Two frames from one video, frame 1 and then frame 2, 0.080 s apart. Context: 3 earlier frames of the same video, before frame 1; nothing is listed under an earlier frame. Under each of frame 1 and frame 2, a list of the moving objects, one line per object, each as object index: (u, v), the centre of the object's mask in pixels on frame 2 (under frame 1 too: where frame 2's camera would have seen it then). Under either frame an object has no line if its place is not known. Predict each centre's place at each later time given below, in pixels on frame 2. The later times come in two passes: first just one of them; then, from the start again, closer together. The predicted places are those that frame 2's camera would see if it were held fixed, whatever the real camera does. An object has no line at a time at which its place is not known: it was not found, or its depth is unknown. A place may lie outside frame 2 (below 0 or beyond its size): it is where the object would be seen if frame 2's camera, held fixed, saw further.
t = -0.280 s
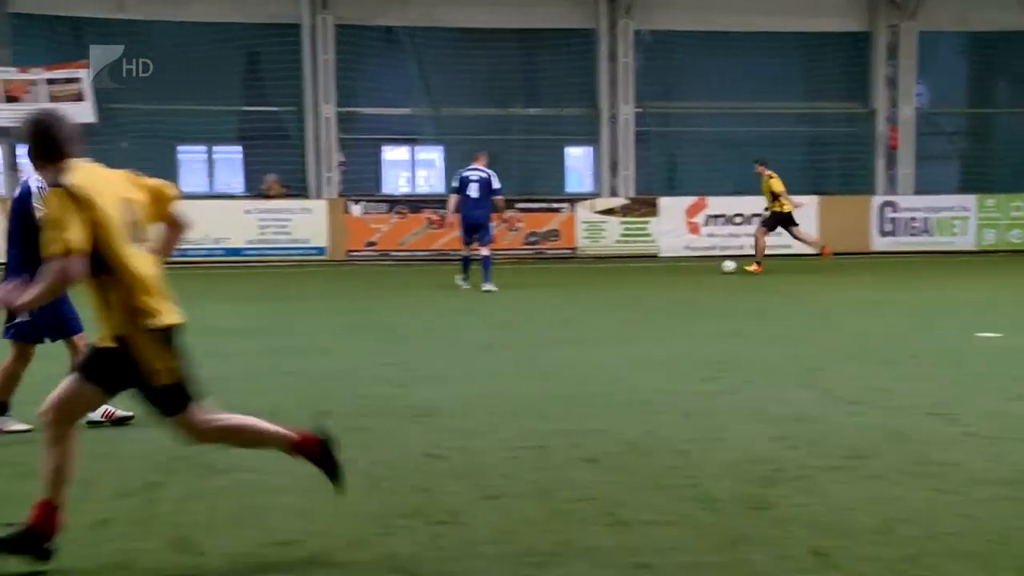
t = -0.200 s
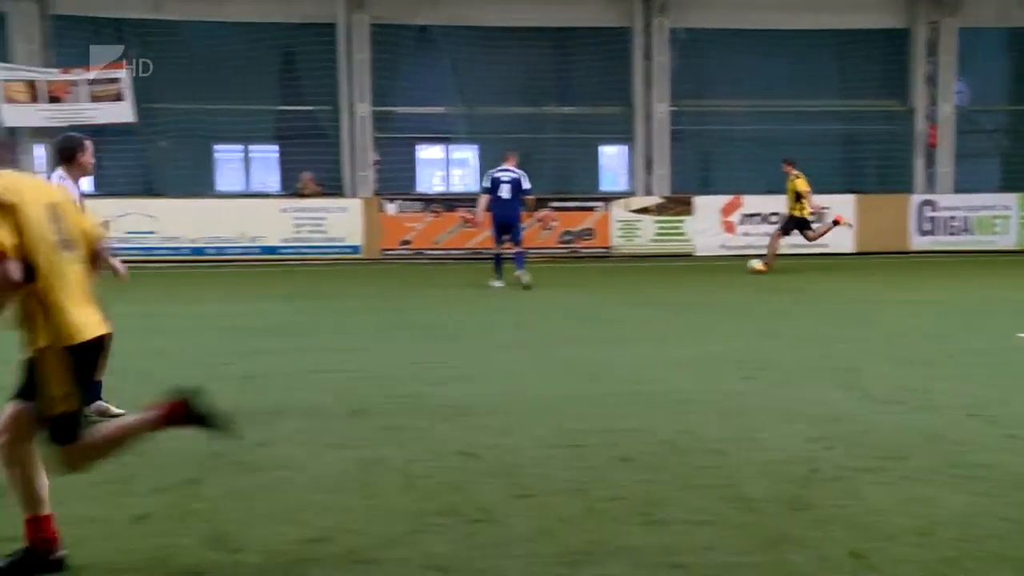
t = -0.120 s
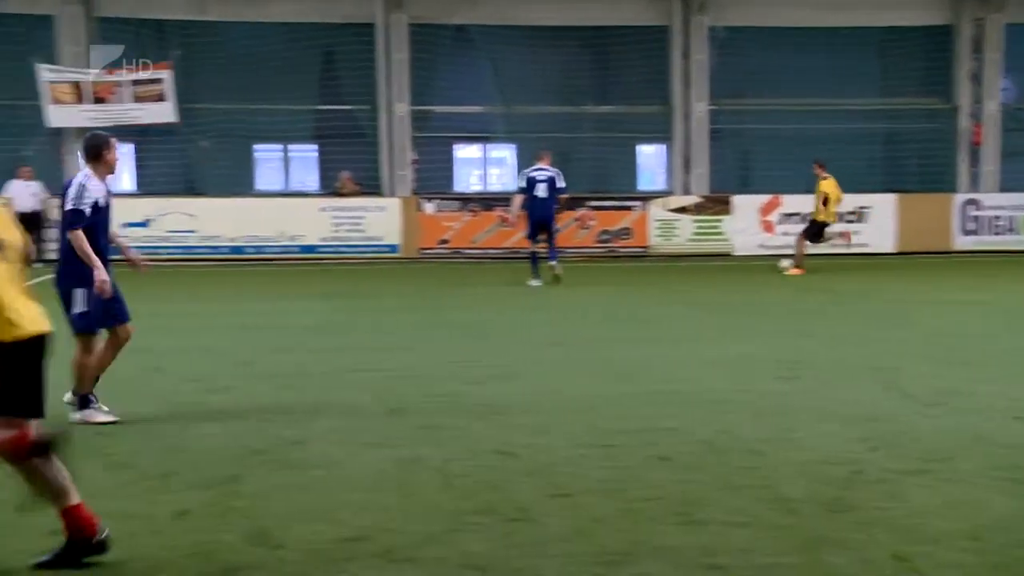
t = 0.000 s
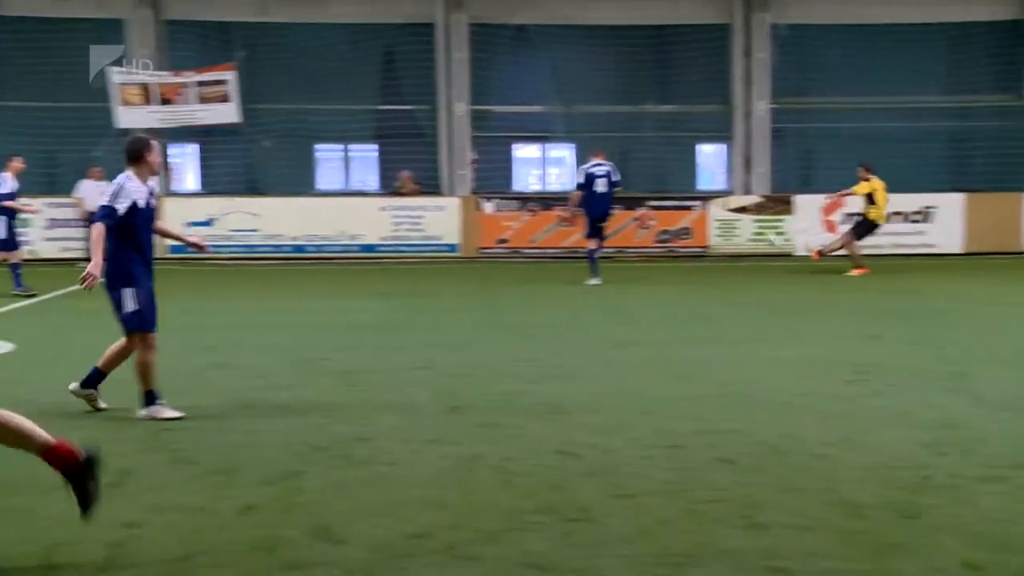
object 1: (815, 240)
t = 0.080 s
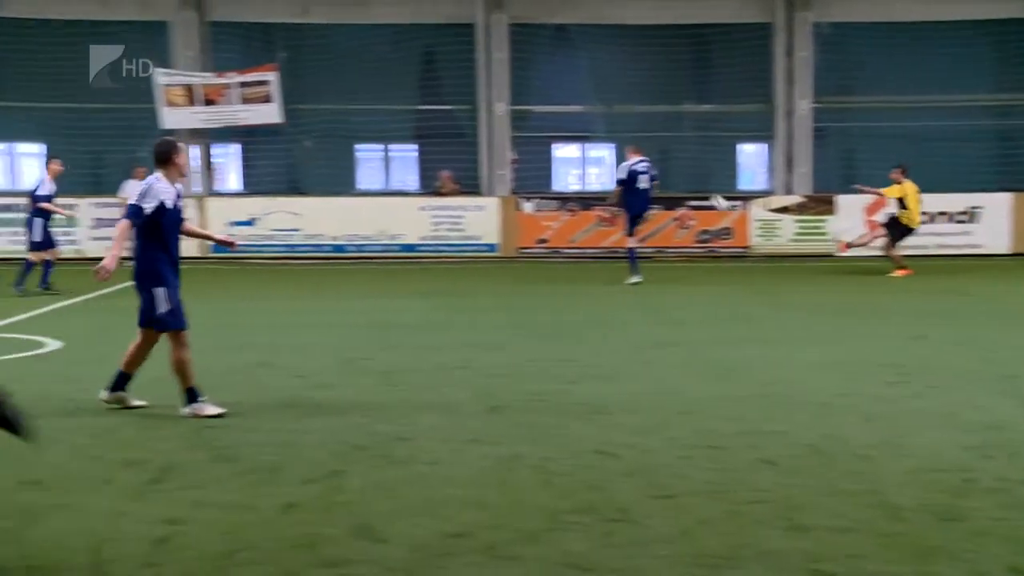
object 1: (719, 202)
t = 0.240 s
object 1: (533, 138)
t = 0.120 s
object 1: (673, 186)
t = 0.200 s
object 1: (582, 155)
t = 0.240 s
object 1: (533, 138)
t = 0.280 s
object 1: (486, 122)
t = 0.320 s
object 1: (440, 109)
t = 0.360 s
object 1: (393, 95)
